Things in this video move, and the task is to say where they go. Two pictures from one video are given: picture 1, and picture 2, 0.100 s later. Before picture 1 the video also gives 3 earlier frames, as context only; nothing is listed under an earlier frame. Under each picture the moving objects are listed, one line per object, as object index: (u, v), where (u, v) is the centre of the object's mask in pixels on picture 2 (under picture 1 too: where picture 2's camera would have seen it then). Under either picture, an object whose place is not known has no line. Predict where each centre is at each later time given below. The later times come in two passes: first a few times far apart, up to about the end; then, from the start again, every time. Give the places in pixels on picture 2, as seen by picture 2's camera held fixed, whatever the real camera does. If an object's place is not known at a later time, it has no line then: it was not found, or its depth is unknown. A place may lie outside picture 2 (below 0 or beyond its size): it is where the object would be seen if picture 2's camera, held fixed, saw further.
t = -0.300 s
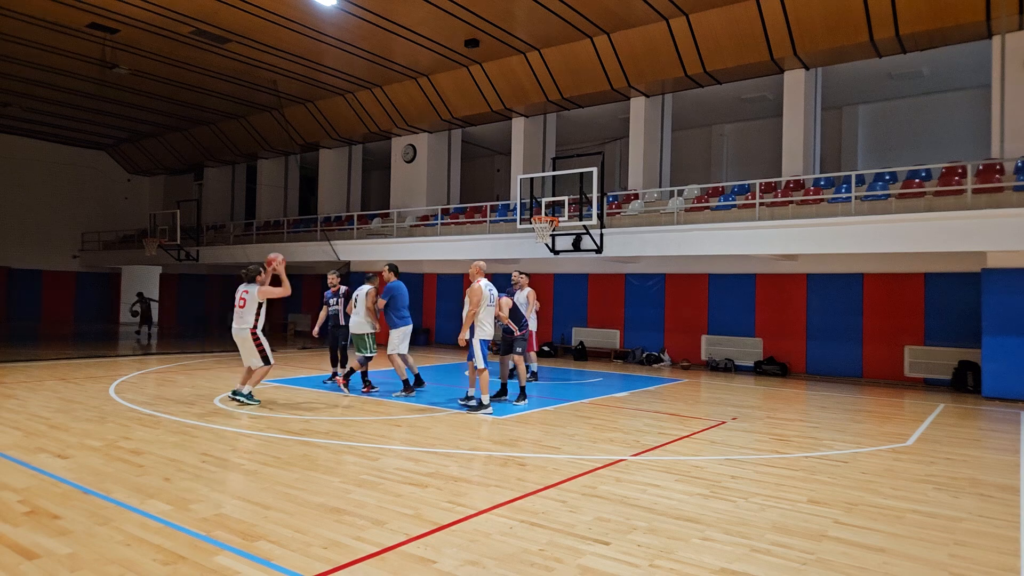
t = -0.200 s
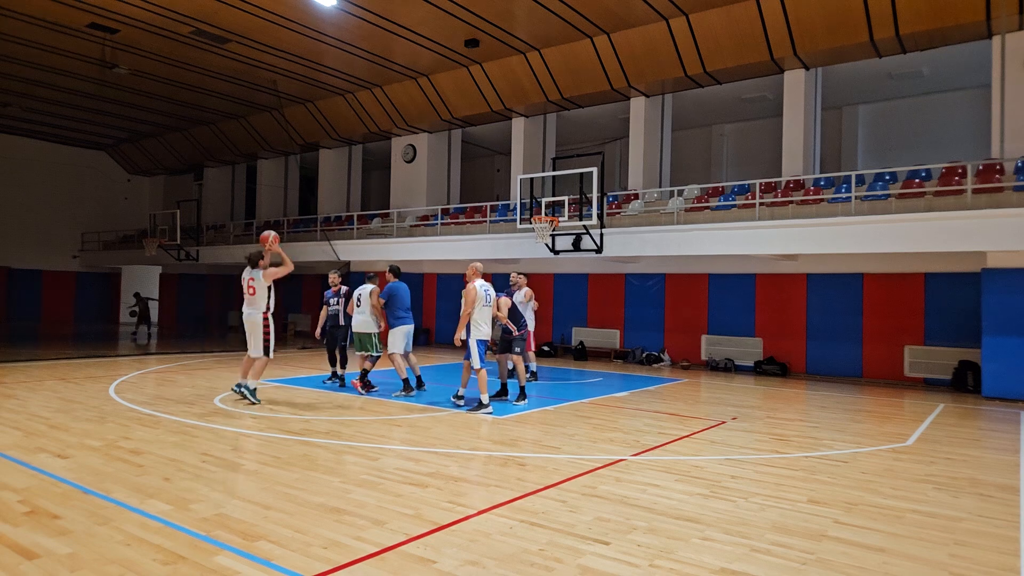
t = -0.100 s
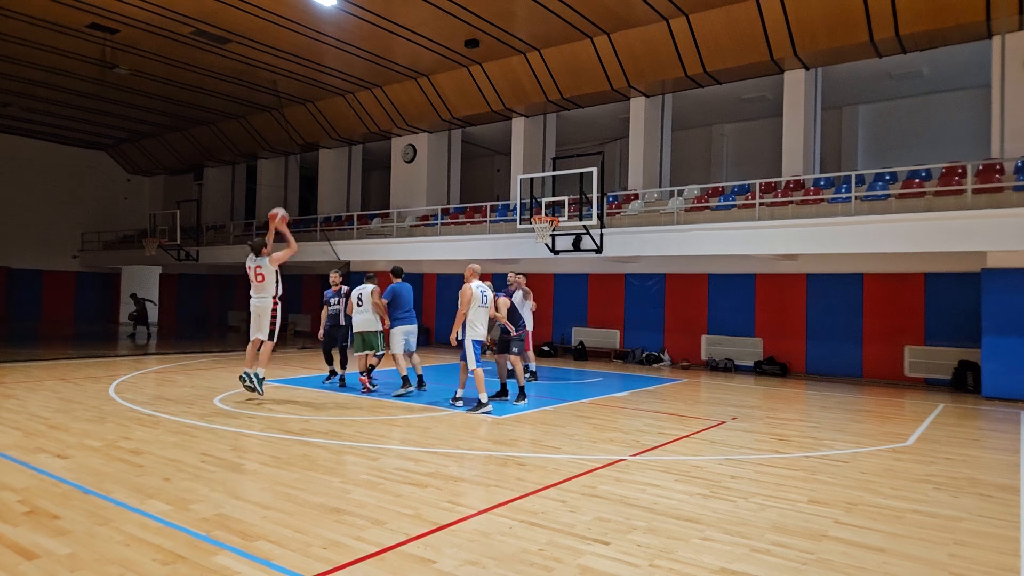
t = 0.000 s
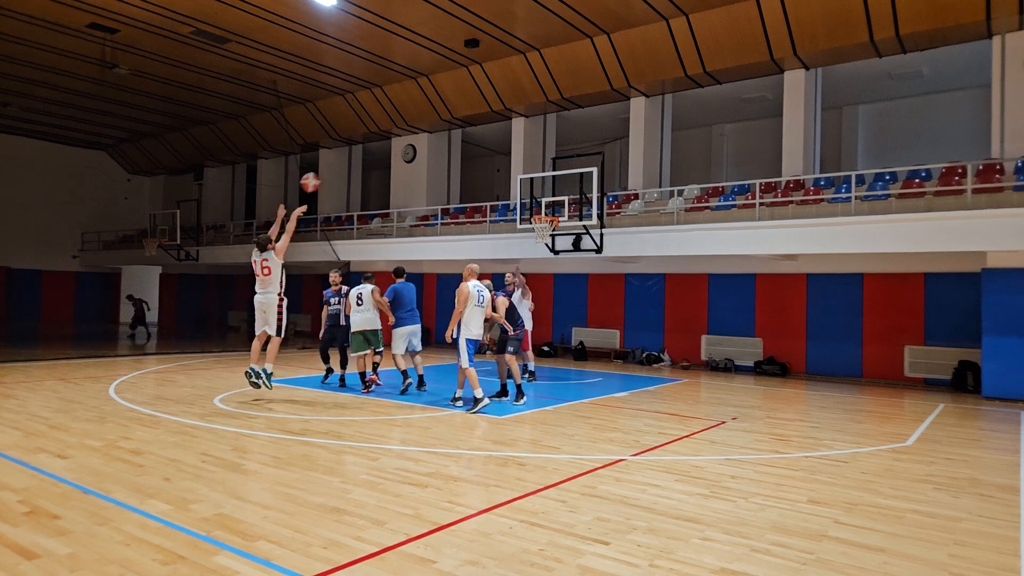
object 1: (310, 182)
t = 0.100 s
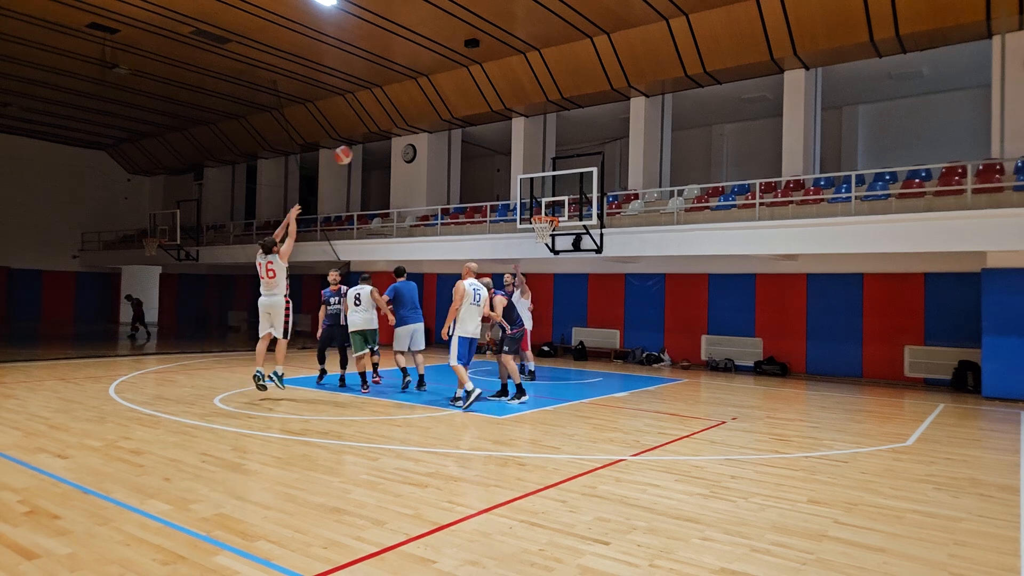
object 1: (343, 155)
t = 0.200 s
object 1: (373, 137)
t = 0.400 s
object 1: (425, 122)
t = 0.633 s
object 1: (476, 135)
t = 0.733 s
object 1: (495, 150)
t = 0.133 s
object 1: (354, 148)
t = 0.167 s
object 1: (364, 142)
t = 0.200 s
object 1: (373, 137)
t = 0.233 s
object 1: (382, 132)
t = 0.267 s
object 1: (391, 129)
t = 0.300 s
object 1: (400, 126)
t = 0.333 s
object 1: (409, 124)
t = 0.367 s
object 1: (417, 123)
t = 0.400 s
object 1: (425, 122)
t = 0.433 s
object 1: (433, 122)
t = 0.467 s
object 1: (441, 123)
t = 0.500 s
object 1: (448, 124)
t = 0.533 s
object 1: (455, 126)
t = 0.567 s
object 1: (462, 129)
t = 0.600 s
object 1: (469, 132)
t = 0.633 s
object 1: (476, 135)
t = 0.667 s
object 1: (482, 140)
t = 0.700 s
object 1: (488, 145)
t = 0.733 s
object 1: (495, 150)
